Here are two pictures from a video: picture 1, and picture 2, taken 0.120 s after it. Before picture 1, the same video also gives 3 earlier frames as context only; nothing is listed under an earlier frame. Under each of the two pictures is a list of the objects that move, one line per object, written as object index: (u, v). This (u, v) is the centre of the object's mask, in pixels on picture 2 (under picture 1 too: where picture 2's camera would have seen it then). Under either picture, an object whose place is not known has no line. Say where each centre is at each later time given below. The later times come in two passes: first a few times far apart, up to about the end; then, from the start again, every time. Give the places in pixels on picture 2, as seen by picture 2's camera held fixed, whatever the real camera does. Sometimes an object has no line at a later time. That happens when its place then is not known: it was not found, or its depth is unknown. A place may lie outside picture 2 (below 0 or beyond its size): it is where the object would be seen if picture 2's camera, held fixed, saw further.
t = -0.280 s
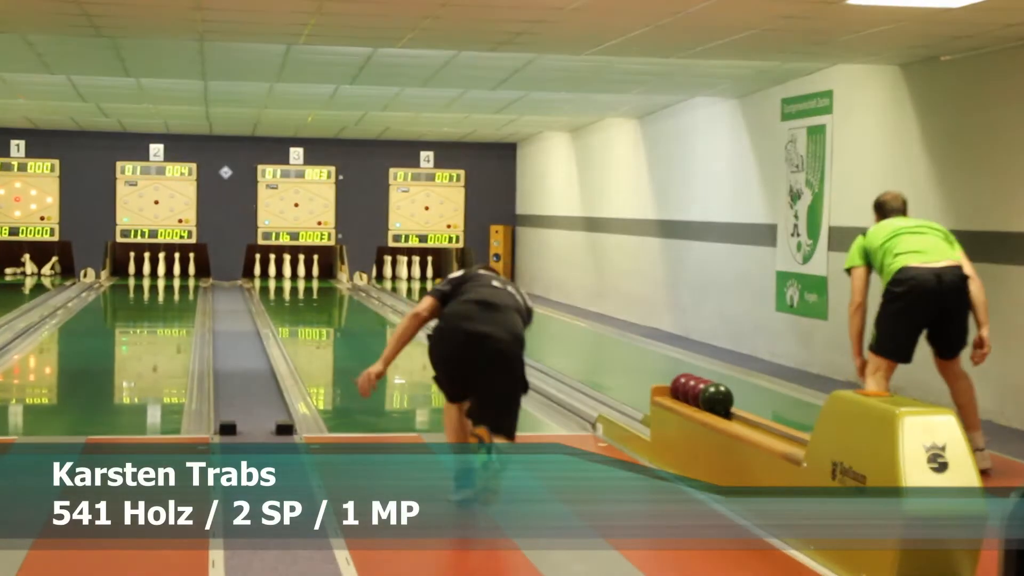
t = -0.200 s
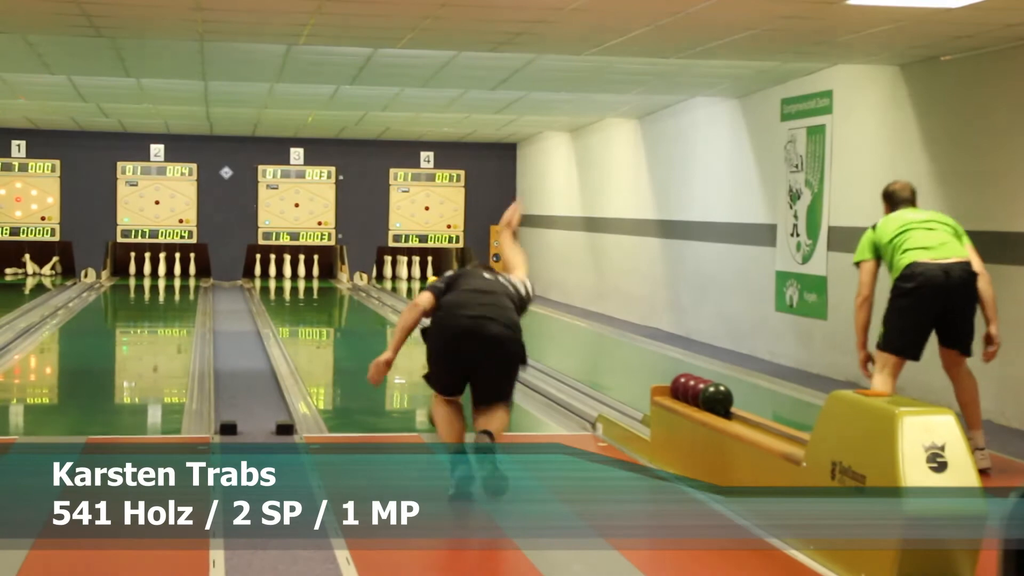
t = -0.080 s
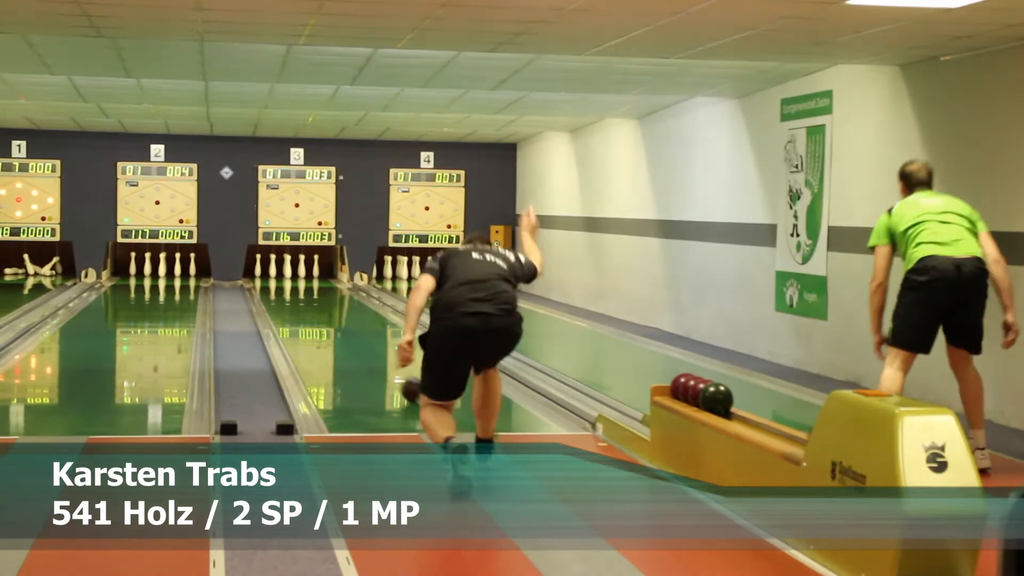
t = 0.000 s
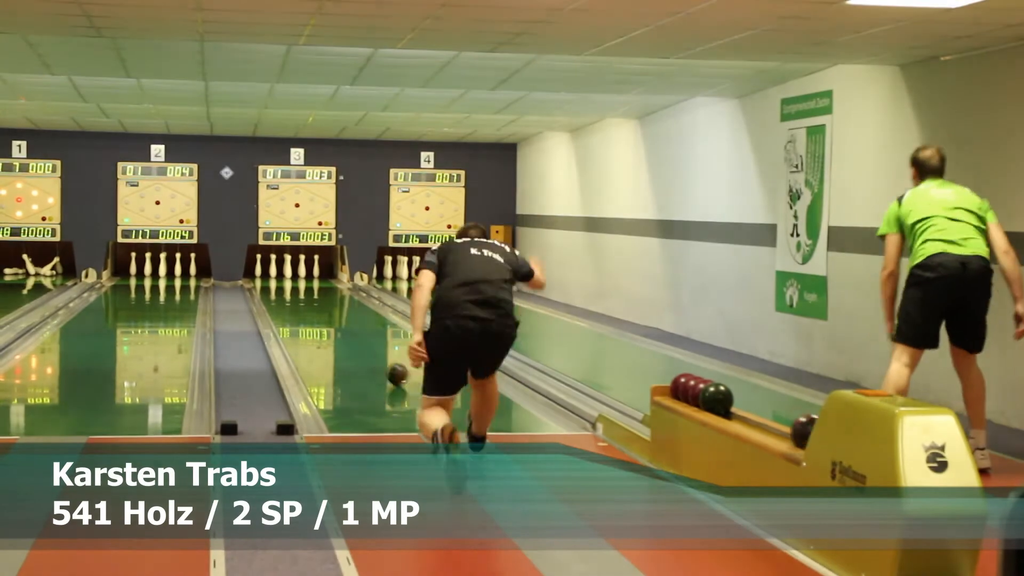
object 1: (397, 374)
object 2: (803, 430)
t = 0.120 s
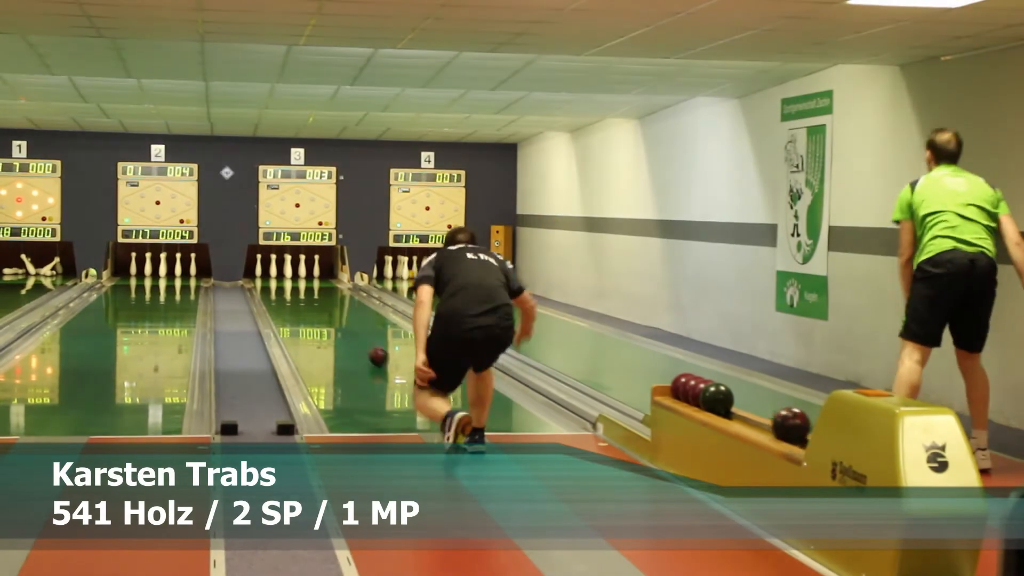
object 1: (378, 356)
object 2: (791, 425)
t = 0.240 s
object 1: (364, 342)
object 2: (779, 422)
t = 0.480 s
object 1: (341, 320)
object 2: (763, 416)
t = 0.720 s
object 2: (748, 411)
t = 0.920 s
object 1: (315, 295)
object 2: (737, 407)
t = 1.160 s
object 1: (307, 286)
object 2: (727, 403)
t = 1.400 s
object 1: (297, 277)
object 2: (727, 403)
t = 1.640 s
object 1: (296, 274)
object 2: (727, 403)
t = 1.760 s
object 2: (727, 403)
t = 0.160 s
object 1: (373, 351)
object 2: (786, 424)
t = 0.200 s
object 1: (368, 346)
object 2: (782, 422)
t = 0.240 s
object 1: (364, 342)
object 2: (779, 422)
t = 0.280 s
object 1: (358, 337)
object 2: (776, 420)
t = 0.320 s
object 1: (355, 334)
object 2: (774, 420)
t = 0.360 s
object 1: (351, 330)
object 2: (770, 419)
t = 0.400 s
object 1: (347, 327)
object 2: (768, 418)
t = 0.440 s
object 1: (344, 323)
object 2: (766, 417)
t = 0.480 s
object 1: (341, 320)
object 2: (763, 416)
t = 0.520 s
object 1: (338, 317)
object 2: (760, 414)
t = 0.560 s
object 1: (334, 314)
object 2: (758, 414)
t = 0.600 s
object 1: (332, 312)
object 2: (755, 413)
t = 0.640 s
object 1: (330, 310)
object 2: (753, 412)
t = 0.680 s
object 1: (327, 307)
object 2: (751, 412)
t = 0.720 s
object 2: (748, 411)
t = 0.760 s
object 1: (323, 303)
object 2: (746, 410)
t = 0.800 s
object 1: (320, 300)
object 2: (744, 409)
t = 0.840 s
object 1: (319, 298)
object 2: (741, 408)
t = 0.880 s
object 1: (317, 297)
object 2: (739, 407)
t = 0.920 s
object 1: (315, 295)
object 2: (737, 407)
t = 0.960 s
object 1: (312, 293)
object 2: (735, 406)
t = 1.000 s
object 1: (310, 292)
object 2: (733, 405)
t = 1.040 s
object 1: (310, 290)
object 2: (730, 404)
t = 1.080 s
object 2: (728, 403)
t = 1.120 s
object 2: (727, 403)
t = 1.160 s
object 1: (307, 286)
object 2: (727, 403)
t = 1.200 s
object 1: (303, 284)
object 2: (727, 403)
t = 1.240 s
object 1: (302, 283)
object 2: (727, 403)
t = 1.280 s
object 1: (301, 282)
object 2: (727, 403)
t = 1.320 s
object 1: (300, 280)
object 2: (727, 403)
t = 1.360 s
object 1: (299, 279)
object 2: (727, 403)
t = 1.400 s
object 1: (297, 277)
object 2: (727, 403)
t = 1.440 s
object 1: (296, 276)
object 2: (727, 403)
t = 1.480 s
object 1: (294, 276)
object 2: (727, 403)
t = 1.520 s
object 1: (294, 275)
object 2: (727, 403)
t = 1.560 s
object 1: (294, 275)
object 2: (727, 403)
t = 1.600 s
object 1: (297, 275)
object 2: (727, 403)
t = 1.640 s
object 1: (296, 274)
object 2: (727, 403)
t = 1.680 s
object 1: (296, 273)
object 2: (726, 403)
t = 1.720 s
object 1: (296, 273)
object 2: (727, 403)
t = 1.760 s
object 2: (727, 403)
